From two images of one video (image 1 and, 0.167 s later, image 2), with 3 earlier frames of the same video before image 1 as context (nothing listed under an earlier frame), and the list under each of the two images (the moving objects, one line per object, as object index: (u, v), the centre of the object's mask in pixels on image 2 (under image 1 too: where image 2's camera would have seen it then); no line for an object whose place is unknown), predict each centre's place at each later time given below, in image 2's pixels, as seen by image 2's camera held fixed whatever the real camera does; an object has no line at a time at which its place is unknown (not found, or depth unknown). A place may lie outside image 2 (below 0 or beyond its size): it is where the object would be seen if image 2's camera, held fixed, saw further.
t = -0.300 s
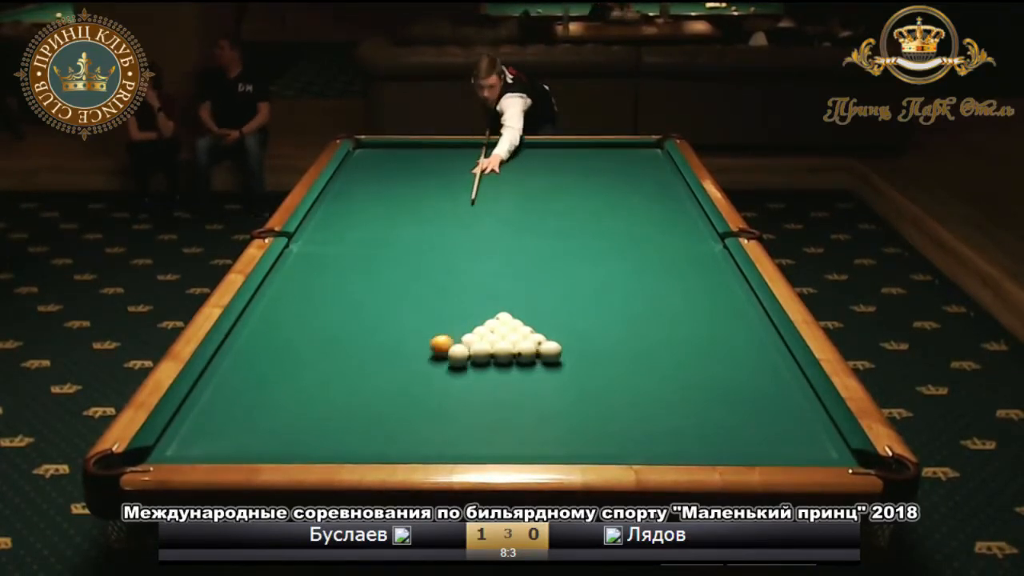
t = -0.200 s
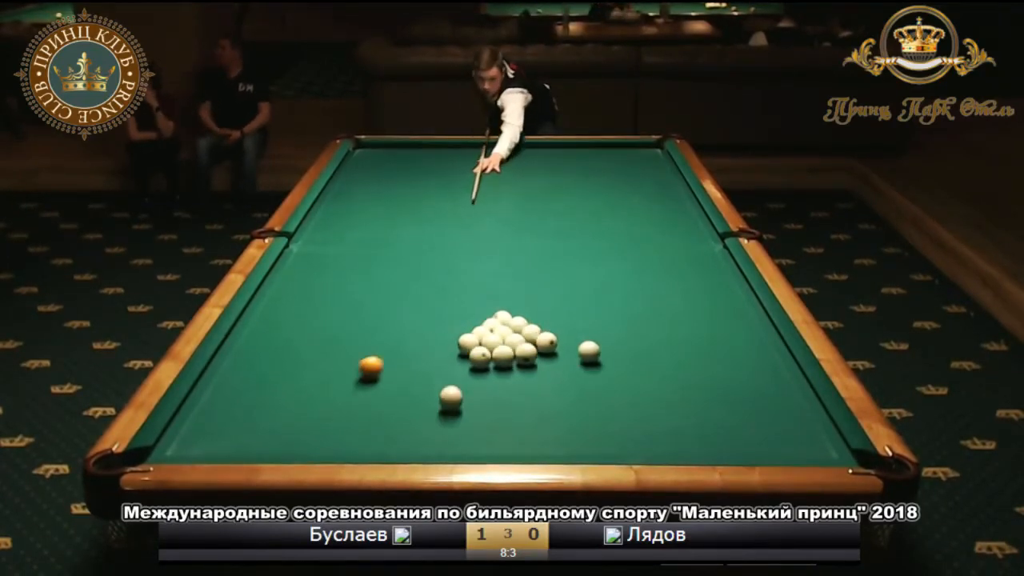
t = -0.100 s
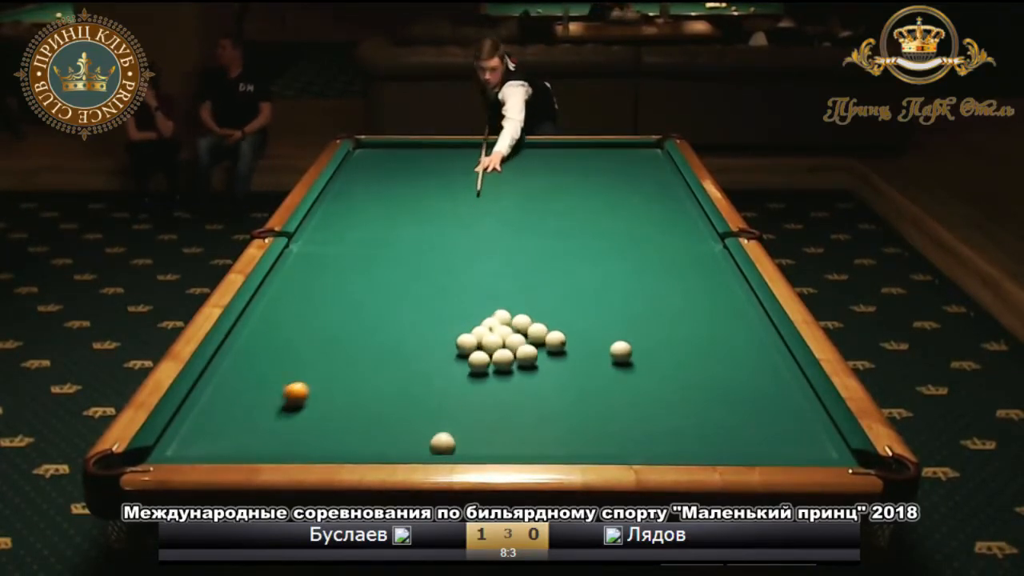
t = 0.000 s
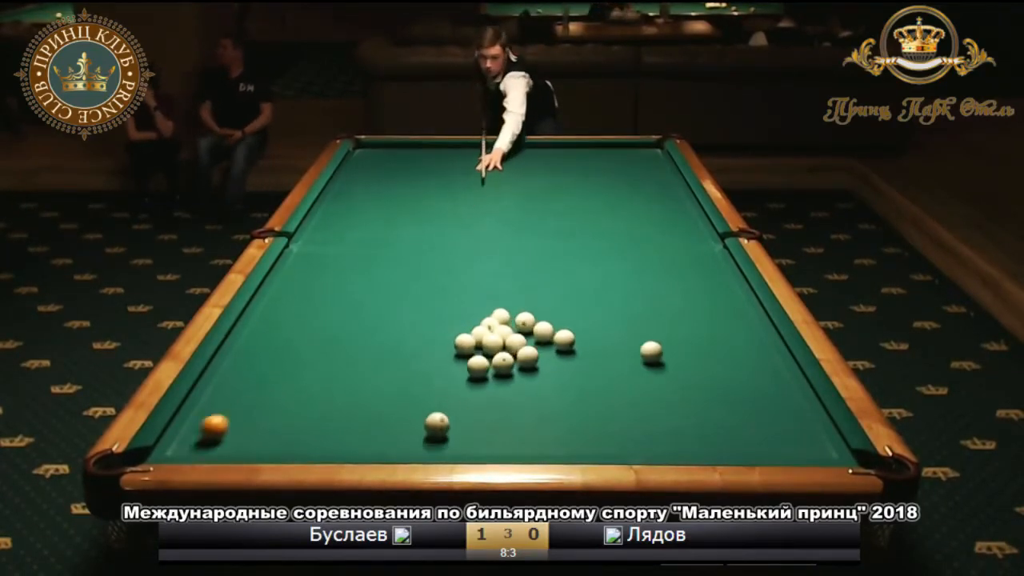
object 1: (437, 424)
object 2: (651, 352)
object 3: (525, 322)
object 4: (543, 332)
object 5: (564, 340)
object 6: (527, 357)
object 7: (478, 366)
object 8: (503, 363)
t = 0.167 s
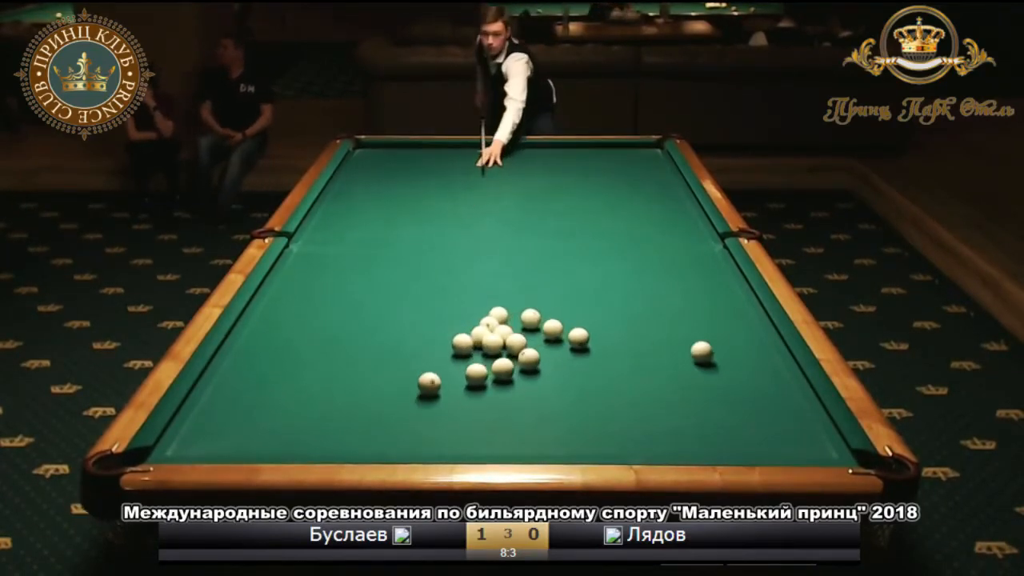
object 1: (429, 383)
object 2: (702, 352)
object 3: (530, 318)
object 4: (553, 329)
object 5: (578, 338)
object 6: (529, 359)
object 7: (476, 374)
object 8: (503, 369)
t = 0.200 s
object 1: (428, 377)
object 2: (712, 352)
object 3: (531, 318)
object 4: (554, 329)
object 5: (581, 337)
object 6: (529, 359)
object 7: (476, 376)
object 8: (502, 370)
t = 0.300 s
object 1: (424, 357)
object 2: (742, 352)
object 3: (534, 316)
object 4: (560, 328)
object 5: (589, 337)
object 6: (530, 361)
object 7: (475, 380)
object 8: (503, 374)
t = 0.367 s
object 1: (421, 344)
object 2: (762, 352)
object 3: (536, 315)
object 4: (563, 327)
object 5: (594, 336)
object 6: (530, 361)
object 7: (474, 384)
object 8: (502, 376)
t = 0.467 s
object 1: (417, 327)
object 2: (774, 353)
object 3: (539, 313)
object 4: (568, 326)
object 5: (602, 334)
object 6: (530, 362)
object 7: (473, 389)
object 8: (502, 379)
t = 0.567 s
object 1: (414, 312)
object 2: (755, 352)
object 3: (541, 311)
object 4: (572, 325)
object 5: (610, 334)
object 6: (531, 364)
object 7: (472, 393)
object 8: (501, 383)
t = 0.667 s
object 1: (411, 297)
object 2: (738, 352)
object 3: (544, 310)
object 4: (577, 324)
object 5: (617, 332)
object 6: (531, 365)
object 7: (471, 397)
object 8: (501, 386)
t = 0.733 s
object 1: (409, 288)
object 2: (727, 352)
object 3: (546, 309)
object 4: (579, 323)
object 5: (621, 332)
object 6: (531, 366)
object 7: (470, 400)
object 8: (501, 388)
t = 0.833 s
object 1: (406, 275)
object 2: (710, 352)
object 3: (548, 307)
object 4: (584, 322)
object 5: (628, 331)
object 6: (531, 366)
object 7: (469, 405)
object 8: (500, 391)
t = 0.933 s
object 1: (404, 263)
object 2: (694, 352)
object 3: (550, 306)
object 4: (587, 321)
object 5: (635, 331)
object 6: (531, 367)
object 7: (468, 410)
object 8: (500, 395)
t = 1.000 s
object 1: (402, 256)
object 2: (683, 352)
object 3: (551, 305)
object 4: (590, 321)
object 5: (639, 330)
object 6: (531, 368)
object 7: (467, 413)
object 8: (500, 396)
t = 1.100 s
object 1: (400, 245)
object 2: (668, 352)
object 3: (553, 304)
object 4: (593, 320)
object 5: (645, 329)
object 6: (531, 368)
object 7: (466, 417)
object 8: (499, 400)
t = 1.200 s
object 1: (398, 235)
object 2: (652, 352)
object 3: (555, 303)
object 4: (597, 319)
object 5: (651, 328)
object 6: (531, 369)
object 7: (465, 422)
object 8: (499, 403)
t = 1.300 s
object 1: (396, 226)
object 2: (637, 352)
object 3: (557, 302)
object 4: (600, 318)
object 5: (657, 328)
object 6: (530, 370)
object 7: (464, 427)
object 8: (499, 406)
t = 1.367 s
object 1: (395, 220)
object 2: (626, 353)
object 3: (558, 301)
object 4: (602, 317)
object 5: (661, 327)
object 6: (530, 370)
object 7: (463, 429)
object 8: (498, 407)
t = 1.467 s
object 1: (393, 211)
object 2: (612, 352)
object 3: (560, 300)
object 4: (605, 317)
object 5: (666, 327)
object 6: (530, 370)
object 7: (462, 434)
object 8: (498, 411)
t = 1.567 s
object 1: (391, 204)
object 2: (597, 353)
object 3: (561, 299)
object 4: (607, 316)
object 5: (671, 326)
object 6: (530, 370)
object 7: (461, 439)
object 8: (497, 413)
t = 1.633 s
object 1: (390, 199)
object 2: (587, 353)
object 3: (562, 299)
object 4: (609, 316)
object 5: (674, 325)
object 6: (530, 370)
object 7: (461, 442)
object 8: (497, 415)
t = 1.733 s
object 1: (388, 191)
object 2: (573, 353)
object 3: (563, 298)
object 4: (611, 315)
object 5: (679, 325)
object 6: (531, 371)
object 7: (460, 444)
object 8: (496, 417)
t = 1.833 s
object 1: (387, 184)
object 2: (559, 353)
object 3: (564, 297)
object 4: (614, 315)
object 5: (684, 324)
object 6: (531, 371)
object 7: (459, 446)
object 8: (496, 420)
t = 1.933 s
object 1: (386, 178)
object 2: (545, 353)
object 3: (565, 296)
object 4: (615, 314)
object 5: (688, 324)
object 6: (531, 371)
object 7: (459, 446)
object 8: (496, 423)
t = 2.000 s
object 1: (385, 174)
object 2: (536, 351)
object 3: (565, 296)
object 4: (617, 314)
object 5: (691, 323)
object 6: (531, 371)
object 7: (459, 445)
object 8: (495, 424)
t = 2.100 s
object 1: (384, 168)
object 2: (521, 353)
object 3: (566, 296)
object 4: (618, 314)
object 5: (695, 323)
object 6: (531, 371)
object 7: (460, 444)
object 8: (495, 427)
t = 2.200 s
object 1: (382, 162)
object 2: (509, 354)
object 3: (566, 295)
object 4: (620, 313)
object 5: (699, 322)
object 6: (531, 371)
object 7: (460, 442)
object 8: (495, 429)
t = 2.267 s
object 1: (381, 159)
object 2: (500, 354)
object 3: (567, 295)
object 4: (620, 313)
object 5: (701, 322)
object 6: (531, 371)
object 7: (460, 441)
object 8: (495, 430)
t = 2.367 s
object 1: (380, 153)
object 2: (487, 354)
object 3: (567, 295)
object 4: (622, 313)
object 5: (705, 322)
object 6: (531, 371)
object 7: (461, 440)
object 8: (495, 432)
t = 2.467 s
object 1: (379, 148)
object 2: (474, 354)
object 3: (567, 294)
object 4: (623, 313)
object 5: (708, 321)
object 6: (531, 371)
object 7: (461, 438)
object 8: (495, 434)
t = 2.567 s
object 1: (378, 144)
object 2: (461, 355)
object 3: (567, 294)
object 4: (623, 312)
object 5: (711, 321)
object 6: (531, 371)
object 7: (462, 436)
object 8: (494, 436)
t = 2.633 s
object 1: (376, 146)
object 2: (453, 356)
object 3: (567, 294)
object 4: (624, 312)
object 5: (713, 321)
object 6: (531, 371)
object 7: (462, 435)
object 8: (494, 437)
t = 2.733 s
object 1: (372, 149)
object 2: (440, 356)
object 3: (567, 294)
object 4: (624, 312)
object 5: (716, 321)
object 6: (531, 371)
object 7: (462, 433)
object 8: (494, 440)
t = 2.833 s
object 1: (369, 151)
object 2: (428, 356)
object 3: (567, 294)
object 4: (624, 312)
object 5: (719, 321)
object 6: (531, 371)
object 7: (463, 431)
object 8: (494, 441)
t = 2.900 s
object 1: (366, 153)
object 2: (421, 356)
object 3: (567, 294)
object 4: (624, 312)
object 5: (720, 321)
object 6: (531, 371)
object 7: (463, 431)
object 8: (494, 441)
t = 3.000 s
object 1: (363, 156)
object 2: (409, 357)
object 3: (567, 294)
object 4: (624, 312)
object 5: (722, 321)
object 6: (531, 371)
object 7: (464, 429)
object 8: (494, 442)
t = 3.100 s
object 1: (359, 159)
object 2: (397, 357)
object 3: (567, 294)
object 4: (624, 312)
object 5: (724, 321)
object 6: (531, 371)
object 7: (464, 428)
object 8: (493, 443)
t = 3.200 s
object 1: (355, 162)
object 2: (386, 358)
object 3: (567, 294)
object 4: (624, 312)
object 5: (726, 320)
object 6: (531, 371)
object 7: (464, 427)
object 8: (493, 443)
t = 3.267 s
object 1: (353, 164)
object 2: (378, 358)
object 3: (567, 294)
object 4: (624, 312)
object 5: (727, 320)
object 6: (531, 371)
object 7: (464, 427)
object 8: (493, 444)
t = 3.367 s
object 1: (349, 166)
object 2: (367, 359)
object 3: (567, 294)
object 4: (624, 312)
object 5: (729, 320)
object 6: (531, 371)
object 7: (464, 426)
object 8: (492, 444)
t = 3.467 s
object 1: (345, 169)
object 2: (356, 359)
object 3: (567, 294)
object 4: (624, 312)
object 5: (730, 320)
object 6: (531, 371)
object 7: (464, 426)
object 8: (492, 445)
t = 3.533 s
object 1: (342, 171)
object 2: (349, 359)
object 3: (567, 294)
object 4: (624, 312)
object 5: (731, 320)
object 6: (531, 371)
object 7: (464, 425)
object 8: (492, 445)
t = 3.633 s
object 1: (339, 174)
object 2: (339, 360)
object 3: (567, 294)
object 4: (624, 312)
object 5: (732, 320)
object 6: (531, 371)
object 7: (464, 425)
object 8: (492, 446)
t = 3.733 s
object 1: (339, 177)
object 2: (329, 360)
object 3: (567, 294)
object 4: (624, 312)
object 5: (732, 320)
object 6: (531, 371)
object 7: (464, 425)
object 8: (492, 446)
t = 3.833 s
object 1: (338, 180)
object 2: (318, 360)
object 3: (567, 294)
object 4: (624, 312)
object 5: (733, 320)
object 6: (531, 371)
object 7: (464, 425)
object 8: (492, 446)
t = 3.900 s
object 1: (338, 181)
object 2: (312, 361)
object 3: (567, 294)
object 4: (624, 312)
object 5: (733, 320)
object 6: (531, 371)
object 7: (464, 425)
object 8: (492, 446)
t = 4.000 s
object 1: (338, 184)
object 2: (302, 361)
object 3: (567, 294)
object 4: (624, 312)
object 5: (733, 320)
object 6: (531, 371)
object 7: (464, 425)
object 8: (492, 446)
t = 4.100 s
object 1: (337, 187)
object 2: (293, 362)
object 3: (567, 294)
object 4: (624, 312)
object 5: (733, 320)
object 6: (531, 371)
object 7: (464, 425)
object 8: (492, 447)
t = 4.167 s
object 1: (337, 189)
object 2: (286, 362)
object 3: (567, 294)
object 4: (624, 312)
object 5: (733, 320)
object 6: (531, 371)
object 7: (464, 425)
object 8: (492, 447)
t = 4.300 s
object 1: (336, 192)
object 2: (274, 363)
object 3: (567, 294)
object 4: (624, 312)
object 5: (733, 320)
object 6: (531, 371)
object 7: (464, 425)
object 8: (492, 447)
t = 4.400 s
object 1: (336, 195)
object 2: (265, 363)
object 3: (567, 294)
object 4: (624, 312)
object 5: (733, 320)
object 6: (531, 371)
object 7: (464, 425)
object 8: (492, 447)
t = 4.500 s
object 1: (335, 198)
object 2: (256, 363)
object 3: (567, 294)
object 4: (624, 312)
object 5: (733, 320)
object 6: (531, 371)
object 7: (464, 425)
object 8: (492, 447)
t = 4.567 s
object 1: (335, 199)
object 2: (251, 364)
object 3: (567, 294)
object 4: (624, 312)
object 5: (733, 320)
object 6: (531, 371)
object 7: (464, 425)
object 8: (492, 447)
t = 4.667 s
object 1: (335, 202)
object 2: (242, 364)
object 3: (567, 294)
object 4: (624, 312)
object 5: (733, 320)
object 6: (531, 371)
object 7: (464, 425)
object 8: (492, 447)
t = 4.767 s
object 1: (334, 205)
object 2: (234, 365)
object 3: (567, 294)
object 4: (624, 312)
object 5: (733, 320)
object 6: (531, 371)
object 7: (464, 425)
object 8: (492, 447)
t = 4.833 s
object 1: (334, 207)
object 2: (229, 365)
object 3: (567, 294)
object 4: (624, 312)
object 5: (733, 320)
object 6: (531, 371)
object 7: (464, 425)
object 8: (492, 447)
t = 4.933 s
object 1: (334, 209)
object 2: (221, 365)
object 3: (567, 294)
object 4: (624, 312)
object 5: (733, 320)
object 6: (531, 371)
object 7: (464, 425)
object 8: (492, 447)
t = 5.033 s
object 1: (333, 212)
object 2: (218, 366)
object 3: (567, 294)
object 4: (624, 312)
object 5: (733, 320)
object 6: (531, 371)
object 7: (464, 425)
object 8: (492, 447)
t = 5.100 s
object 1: (333, 214)
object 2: (221, 366)
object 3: (567, 294)
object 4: (624, 312)
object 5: (733, 320)
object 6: (531, 371)
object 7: (464, 425)
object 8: (492, 447)
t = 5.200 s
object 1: (332, 217)
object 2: (226, 366)
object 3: (567, 294)
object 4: (624, 312)
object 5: (733, 320)
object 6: (531, 371)
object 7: (464, 425)
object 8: (492, 447)
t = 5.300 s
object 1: (332, 219)
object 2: (230, 367)
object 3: (567, 294)
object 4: (624, 312)
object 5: (733, 320)
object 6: (531, 371)
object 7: (465, 425)
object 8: (492, 447)
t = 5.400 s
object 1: (331, 222)
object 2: (234, 367)
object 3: (567, 294)
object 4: (624, 312)
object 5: (733, 320)
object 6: (531, 371)
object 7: (465, 425)
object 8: (492, 447)
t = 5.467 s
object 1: (331, 224)
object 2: (236, 367)
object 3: (567, 294)
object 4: (624, 312)
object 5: (733, 320)
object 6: (531, 371)
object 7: (464, 425)
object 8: (492, 447)
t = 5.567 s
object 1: (330, 226)
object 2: (239, 367)
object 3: (567, 294)
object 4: (624, 312)
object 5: (733, 320)
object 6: (531, 370)
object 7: (465, 425)
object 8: (492, 447)
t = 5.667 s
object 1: (329, 229)
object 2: (243, 368)
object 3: (567, 294)
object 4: (624, 312)
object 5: (733, 320)
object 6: (531, 371)
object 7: (465, 425)
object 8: (492, 447)
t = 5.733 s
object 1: (329, 231)
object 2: (245, 368)
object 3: (567, 294)
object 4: (624, 312)
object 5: (733, 320)
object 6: (531, 371)
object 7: (464, 425)
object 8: (492, 447)
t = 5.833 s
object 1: (328, 234)
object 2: (248, 368)
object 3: (567, 294)
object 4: (624, 312)
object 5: (733, 320)
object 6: (531, 371)
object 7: (464, 425)
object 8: (492, 447)
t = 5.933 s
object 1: (327, 236)
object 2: (251, 368)
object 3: (567, 294)
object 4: (624, 312)
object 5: (733, 320)
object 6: (531, 370)
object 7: (465, 425)
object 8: (492, 447)
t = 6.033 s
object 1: (327, 239)
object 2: (253, 368)
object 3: (567, 294)
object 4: (624, 312)
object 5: (733, 320)
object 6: (531, 371)
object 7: (465, 425)
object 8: (492, 447)
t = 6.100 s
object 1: (326, 241)
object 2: (254, 369)
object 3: (567, 294)
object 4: (624, 312)
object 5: (733, 320)
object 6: (531, 370)
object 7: (465, 425)
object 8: (492, 447)
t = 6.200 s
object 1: (326, 243)
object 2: (257, 369)
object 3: (567, 294)
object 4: (624, 312)
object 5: (733, 320)
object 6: (531, 371)
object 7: (465, 425)
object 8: (492, 447)
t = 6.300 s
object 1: (325, 246)
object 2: (258, 369)
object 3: (567, 294)
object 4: (624, 312)
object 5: (733, 320)
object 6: (531, 370)
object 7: (465, 425)
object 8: (492, 447)
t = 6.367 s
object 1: (325, 247)
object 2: (259, 369)
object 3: (567, 294)
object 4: (624, 312)
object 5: (733, 320)
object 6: (531, 370)
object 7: (465, 425)
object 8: (492, 447)
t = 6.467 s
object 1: (324, 250)
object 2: (261, 369)
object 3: (567, 294)
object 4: (624, 312)
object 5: (733, 320)
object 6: (531, 370)
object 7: (465, 425)
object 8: (492, 447)
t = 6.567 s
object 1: (324, 253)
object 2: (263, 370)
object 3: (567, 294)
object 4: (624, 312)
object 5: (733, 320)
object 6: (531, 370)
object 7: (465, 425)
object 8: (492, 447)
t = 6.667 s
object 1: (323, 255)
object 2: (264, 370)
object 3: (567, 294)
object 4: (624, 312)
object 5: (733, 320)
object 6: (531, 370)
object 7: (465, 425)
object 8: (492, 447)
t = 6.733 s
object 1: (323, 257)
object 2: (265, 370)
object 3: (567, 294)
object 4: (624, 312)
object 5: (733, 320)
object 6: (531, 371)
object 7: (465, 425)
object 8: (492, 447)
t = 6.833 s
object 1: (322, 259)
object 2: (265, 370)
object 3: (567, 294)
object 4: (624, 312)
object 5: (733, 320)
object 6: (531, 370)
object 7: (465, 425)
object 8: (492, 447)
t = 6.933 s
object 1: (321, 261)
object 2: (266, 370)
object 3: (567, 294)
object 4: (624, 312)
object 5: (733, 320)
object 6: (531, 370)
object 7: (465, 425)
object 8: (492, 447)
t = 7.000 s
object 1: (321, 263)
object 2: (266, 371)
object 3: (567, 294)
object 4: (624, 312)
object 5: (733, 320)
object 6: (531, 370)
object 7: (465, 425)
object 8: (492, 447)
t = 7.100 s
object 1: (321, 265)
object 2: (267, 370)
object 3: (567, 294)
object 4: (624, 312)
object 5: (733, 320)
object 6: (531, 370)
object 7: (465, 425)
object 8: (492, 447)
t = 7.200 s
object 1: (320, 267)
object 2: (267, 370)
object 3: (567, 294)
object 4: (624, 312)
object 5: (733, 320)
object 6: (531, 370)
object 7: (465, 425)
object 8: (492, 447)
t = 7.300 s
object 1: (320, 270)
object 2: (267, 370)
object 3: (567, 294)
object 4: (624, 312)
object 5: (733, 320)
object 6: (531, 371)
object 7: (465, 425)
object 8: (492, 447)
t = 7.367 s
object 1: (319, 271)
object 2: (267, 370)
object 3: (567, 294)
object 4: (624, 312)
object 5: (733, 320)
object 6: (531, 370)
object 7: (465, 425)
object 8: (492, 447)
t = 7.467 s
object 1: (319, 274)
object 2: (267, 370)
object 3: (567, 294)
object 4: (624, 312)
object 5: (733, 320)
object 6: (531, 371)
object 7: (465, 425)
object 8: (492, 447)
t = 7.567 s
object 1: (318, 276)
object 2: (267, 370)
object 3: (567, 294)
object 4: (624, 312)
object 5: (733, 320)
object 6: (531, 371)
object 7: (465, 425)
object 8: (492, 447)
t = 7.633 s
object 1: (318, 277)
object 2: (267, 370)
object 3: (567, 294)
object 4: (624, 312)
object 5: (733, 320)
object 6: (531, 371)
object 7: (465, 425)
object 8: (492, 447)
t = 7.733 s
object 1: (317, 279)
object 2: (267, 370)
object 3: (567, 294)
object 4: (624, 312)
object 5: (733, 320)
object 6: (531, 371)
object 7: (465, 425)
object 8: (492, 447)
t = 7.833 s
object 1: (317, 281)
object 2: (267, 370)
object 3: (567, 294)
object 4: (624, 312)
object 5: (733, 320)
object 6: (531, 370)
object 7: (465, 425)
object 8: (492, 447)
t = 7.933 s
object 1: (316, 284)
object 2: (267, 370)
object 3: (567, 294)
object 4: (624, 312)
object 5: (733, 320)
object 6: (531, 370)
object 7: (465, 425)
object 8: (492, 447)
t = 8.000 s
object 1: (316, 285)
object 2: (267, 370)
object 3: (567, 294)
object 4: (624, 312)
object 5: (733, 320)
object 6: (531, 371)
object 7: (465, 425)
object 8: (492, 447)
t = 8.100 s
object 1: (316, 287)
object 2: (267, 370)
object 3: (567, 294)
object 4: (624, 312)
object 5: (733, 320)
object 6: (531, 371)
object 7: (465, 425)
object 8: (492, 447)
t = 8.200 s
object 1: (315, 289)
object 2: (267, 370)
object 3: (567, 294)
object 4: (624, 312)
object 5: (733, 320)
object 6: (531, 371)
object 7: (465, 425)
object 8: (492, 447)
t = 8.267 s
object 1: (315, 290)
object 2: (267, 370)
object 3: (567, 294)
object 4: (624, 312)
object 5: (733, 320)
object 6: (531, 370)
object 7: (465, 425)
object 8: (492, 447)
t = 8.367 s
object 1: (314, 292)
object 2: (267, 370)
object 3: (567, 294)
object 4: (624, 312)
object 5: (733, 320)
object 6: (531, 371)
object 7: (465, 425)
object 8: (492, 447)
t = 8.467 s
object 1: (314, 294)
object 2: (267, 370)
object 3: (567, 294)
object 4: (624, 312)
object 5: (733, 320)
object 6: (531, 370)
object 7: (465, 425)
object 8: (492, 447)
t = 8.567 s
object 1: (314, 295)
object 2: (267, 370)
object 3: (567, 294)
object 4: (624, 312)
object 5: (733, 320)
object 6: (531, 370)
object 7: (465, 425)
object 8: (492, 447)
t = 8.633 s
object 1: (313, 297)
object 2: (267, 370)
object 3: (567, 294)
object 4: (624, 312)
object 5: (733, 320)
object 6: (531, 370)
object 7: (465, 425)
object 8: (492, 447)
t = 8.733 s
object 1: (313, 298)
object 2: (267, 370)
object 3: (567, 294)
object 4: (624, 312)
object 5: (733, 320)
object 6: (531, 370)
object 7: (464, 425)
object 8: (492, 447)
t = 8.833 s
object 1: (312, 300)
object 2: (267, 370)
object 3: (567, 294)
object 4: (624, 312)
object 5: (733, 320)
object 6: (531, 370)
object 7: (465, 425)
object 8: (492, 447)
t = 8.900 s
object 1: (312, 301)
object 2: (267, 370)
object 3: (567, 294)
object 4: (624, 312)
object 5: (733, 320)
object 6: (531, 370)
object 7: (465, 425)
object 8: (492, 447)
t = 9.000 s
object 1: (312, 302)
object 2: (267, 370)
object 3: (567, 294)
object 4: (624, 312)
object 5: (733, 320)
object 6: (531, 370)
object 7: (465, 425)
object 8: (492, 447)
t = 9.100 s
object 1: (312, 304)
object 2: (267, 370)
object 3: (567, 294)
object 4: (624, 312)
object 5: (733, 320)
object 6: (531, 371)
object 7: (464, 425)
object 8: (492, 447)
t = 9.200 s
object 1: (311, 305)
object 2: (267, 370)
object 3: (567, 294)
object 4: (624, 312)
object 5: (733, 320)
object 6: (531, 370)
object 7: (464, 425)
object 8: (492, 447)
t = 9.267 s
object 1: (311, 306)
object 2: (267, 370)
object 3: (567, 294)
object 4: (624, 312)
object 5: (733, 320)
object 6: (531, 371)
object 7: (465, 425)
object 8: (492, 447)
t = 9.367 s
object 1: (310, 307)
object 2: (267, 370)
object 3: (567, 294)
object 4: (624, 312)
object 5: (733, 320)
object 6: (531, 371)
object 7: (464, 425)
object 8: (492, 447)
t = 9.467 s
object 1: (310, 308)
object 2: (267, 370)
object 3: (567, 294)
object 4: (624, 312)
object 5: (733, 320)
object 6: (531, 370)
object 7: (465, 425)
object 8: (492, 447)
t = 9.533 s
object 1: (310, 309)
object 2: (267, 370)
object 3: (567, 294)
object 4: (624, 312)
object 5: (733, 320)
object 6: (531, 371)
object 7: (464, 425)
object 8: (492, 447)
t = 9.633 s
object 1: (309, 310)
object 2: (267, 370)
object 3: (567, 294)
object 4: (624, 312)
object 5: (733, 320)
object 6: (531, 370)
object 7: (464, 425)
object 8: (492, 447)
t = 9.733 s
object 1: (309, 311)
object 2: (267, 370)
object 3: (567, 294)
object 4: (624, 312)
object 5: (733, 320)
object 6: (531, 370)
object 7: (464, 425)
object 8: (492, 447)
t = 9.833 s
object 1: (309, 312)
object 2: (267, 370)
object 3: (567, 294)
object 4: (624, 312)
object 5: (733, 320)
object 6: (531, 370)
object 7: (464, 425)
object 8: (492, 447)
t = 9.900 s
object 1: (309, 313)
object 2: (267, 370)
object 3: (567, 294)
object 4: (624, 312)
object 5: (733, 320)
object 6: (531, 370)
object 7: (464, 425)
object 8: (492, 447)
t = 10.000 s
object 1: (309, 313)
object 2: (267, 370)
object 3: (567, 294)
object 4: (624, 312)
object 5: (733, 320)
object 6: (531, 371)
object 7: (464, 425)
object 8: (492, 447)
